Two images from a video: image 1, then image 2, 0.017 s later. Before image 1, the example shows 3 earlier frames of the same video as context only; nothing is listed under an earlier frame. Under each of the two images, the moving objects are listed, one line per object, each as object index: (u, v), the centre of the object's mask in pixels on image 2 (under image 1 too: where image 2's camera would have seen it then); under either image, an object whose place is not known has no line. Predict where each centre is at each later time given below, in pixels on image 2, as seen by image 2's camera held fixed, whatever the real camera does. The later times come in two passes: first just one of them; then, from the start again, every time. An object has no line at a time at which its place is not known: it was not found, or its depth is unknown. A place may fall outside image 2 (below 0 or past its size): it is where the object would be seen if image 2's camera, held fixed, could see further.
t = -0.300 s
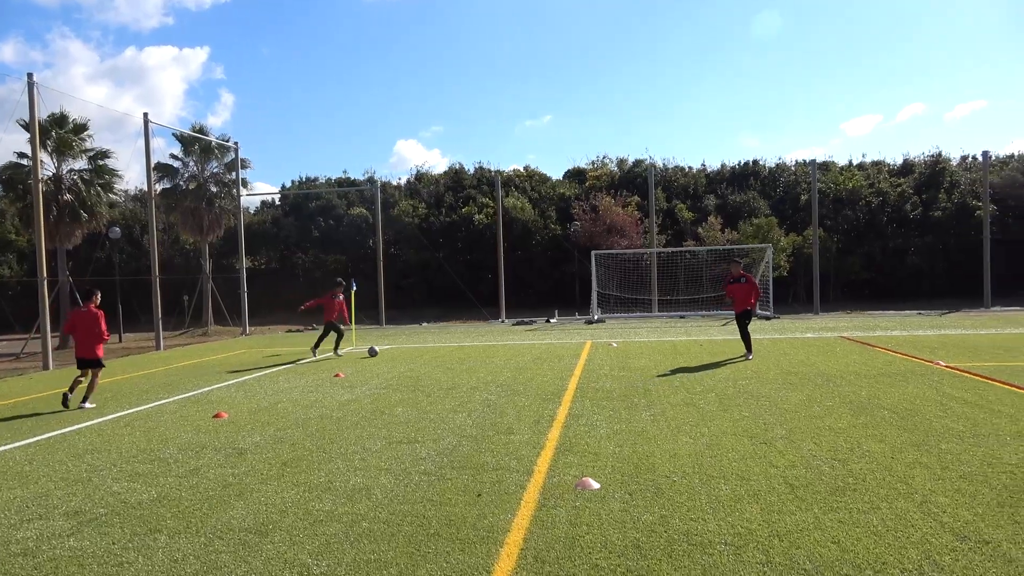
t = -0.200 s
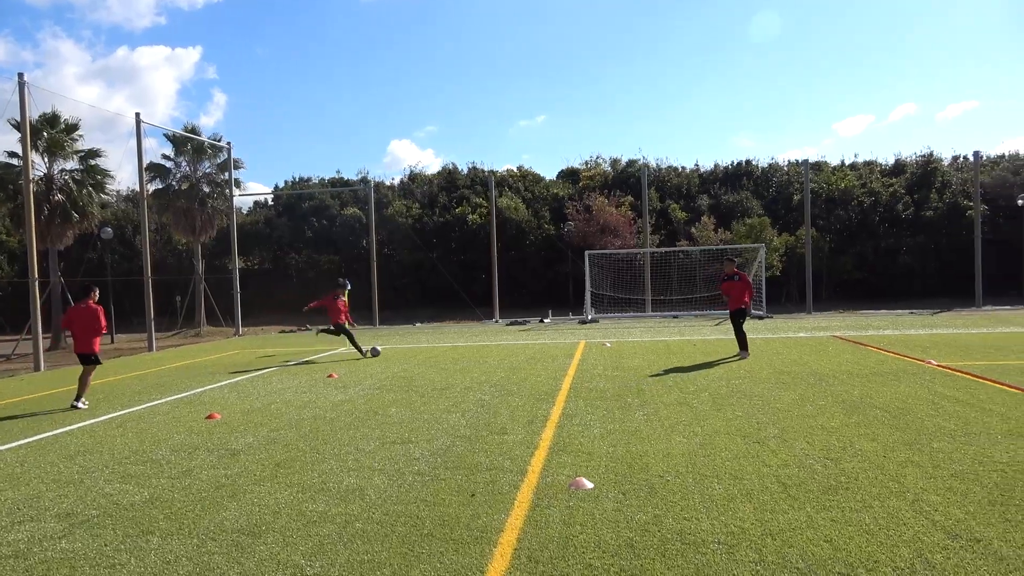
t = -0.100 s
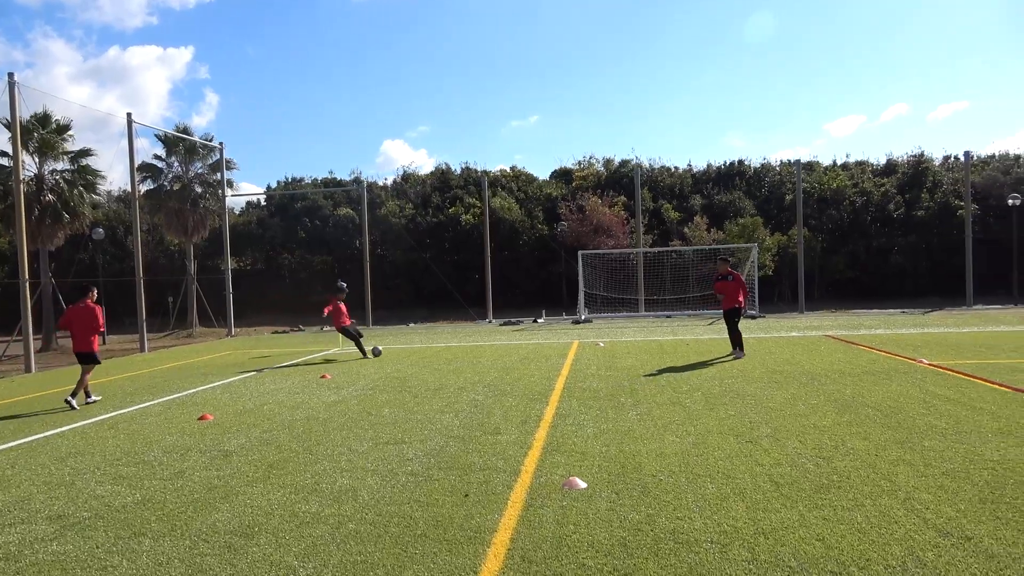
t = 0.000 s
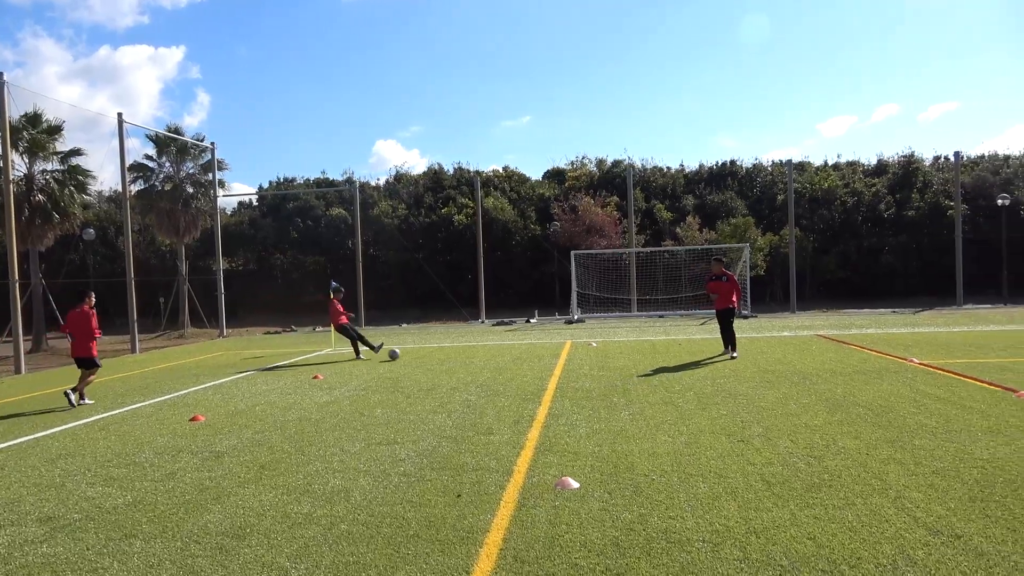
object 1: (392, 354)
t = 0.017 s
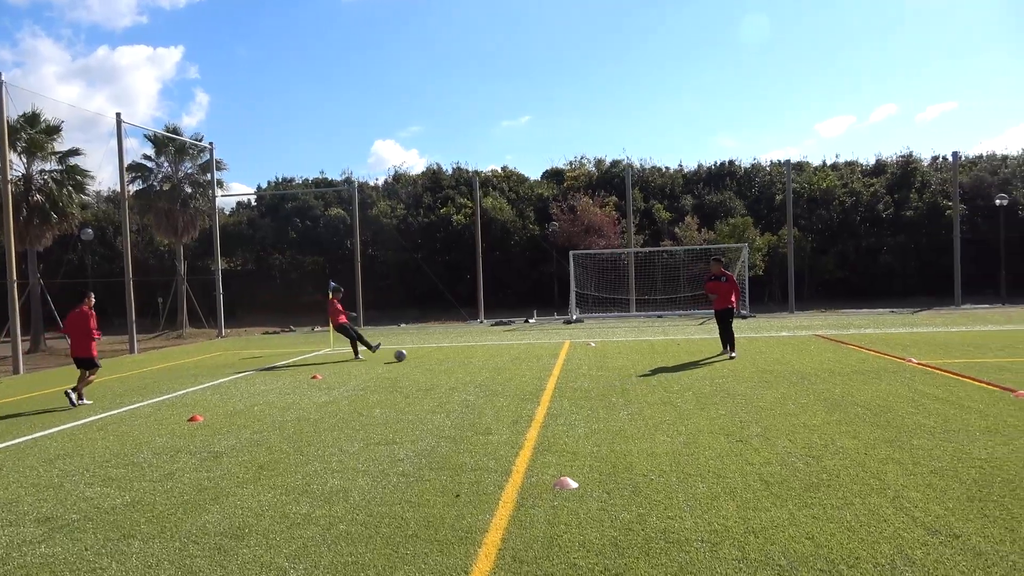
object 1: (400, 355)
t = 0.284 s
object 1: (550, 381)
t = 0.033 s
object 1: (408, 356)
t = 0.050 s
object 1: (415, 358)
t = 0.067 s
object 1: (423, 360)
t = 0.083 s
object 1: (432, 361)
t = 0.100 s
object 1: (440, 362)
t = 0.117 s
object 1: (449, 363)
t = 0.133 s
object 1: (457, 365)
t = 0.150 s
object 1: (466, 366)
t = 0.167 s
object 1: (475, 367)
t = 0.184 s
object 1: (485, 369)
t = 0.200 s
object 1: (495, 371)
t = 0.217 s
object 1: (505, 373)
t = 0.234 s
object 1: (516, 375)
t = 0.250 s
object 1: (526, 377)
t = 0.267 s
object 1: (538, 379)
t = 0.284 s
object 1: (550, 381)
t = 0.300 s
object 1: (561, 383)
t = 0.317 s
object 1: (573, 385)
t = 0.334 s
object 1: (586, 388)
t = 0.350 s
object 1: (599, 390)
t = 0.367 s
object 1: (613, 392)
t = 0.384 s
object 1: (627, 395)
